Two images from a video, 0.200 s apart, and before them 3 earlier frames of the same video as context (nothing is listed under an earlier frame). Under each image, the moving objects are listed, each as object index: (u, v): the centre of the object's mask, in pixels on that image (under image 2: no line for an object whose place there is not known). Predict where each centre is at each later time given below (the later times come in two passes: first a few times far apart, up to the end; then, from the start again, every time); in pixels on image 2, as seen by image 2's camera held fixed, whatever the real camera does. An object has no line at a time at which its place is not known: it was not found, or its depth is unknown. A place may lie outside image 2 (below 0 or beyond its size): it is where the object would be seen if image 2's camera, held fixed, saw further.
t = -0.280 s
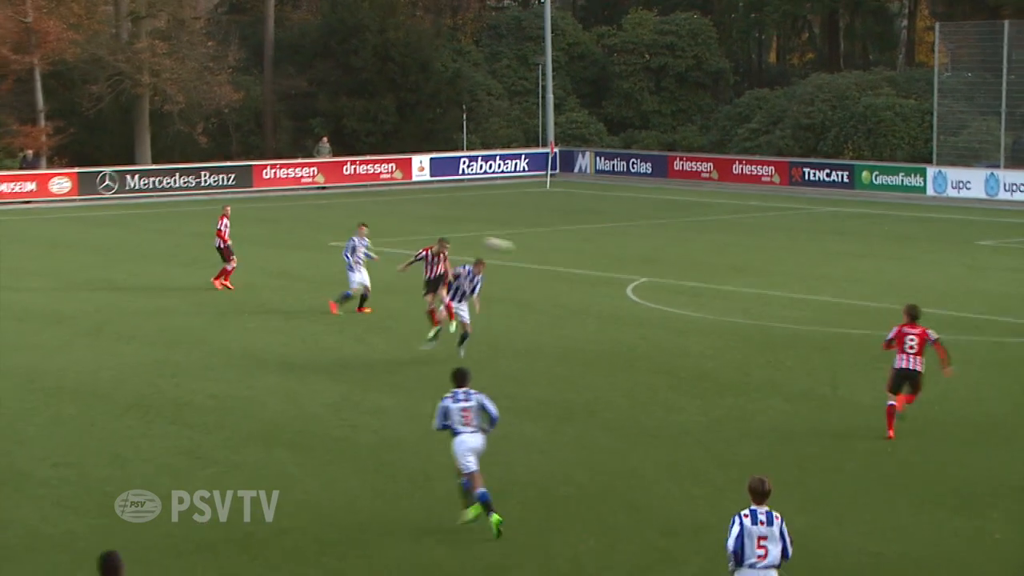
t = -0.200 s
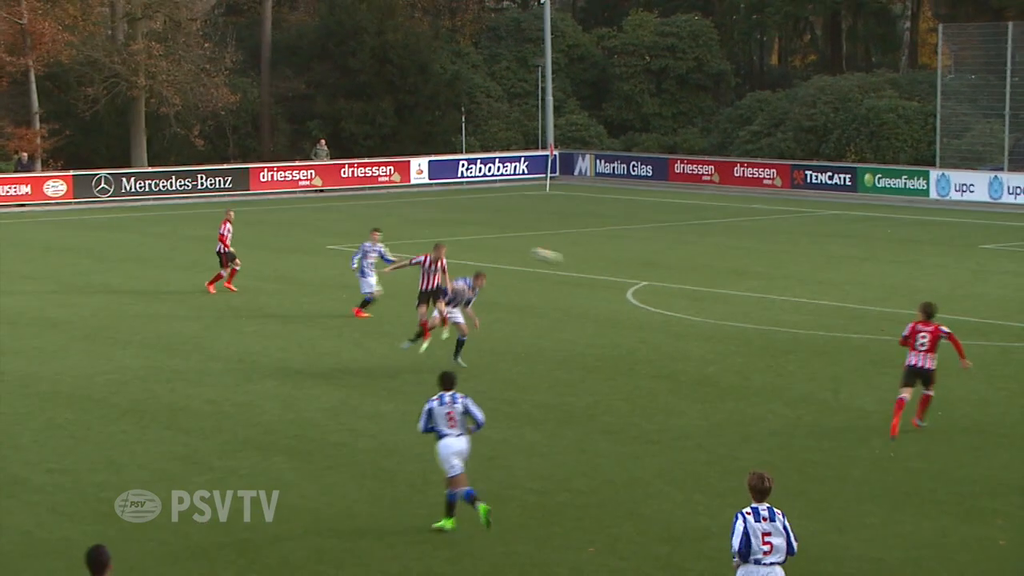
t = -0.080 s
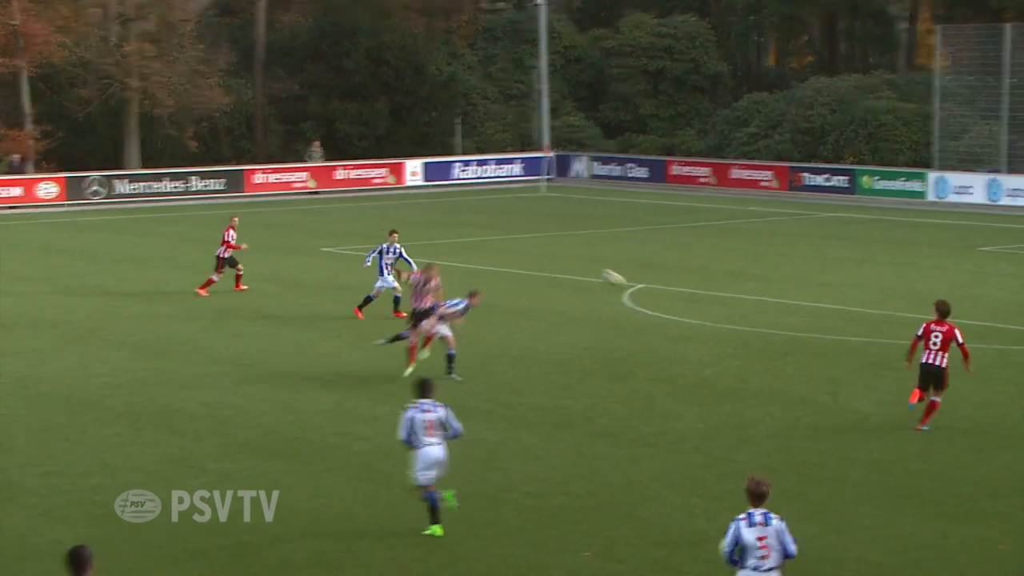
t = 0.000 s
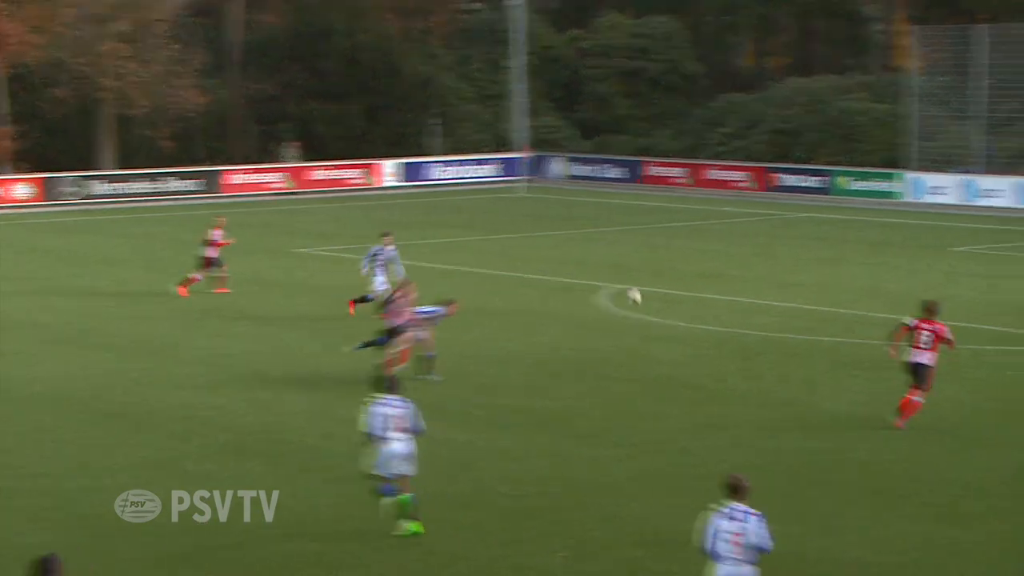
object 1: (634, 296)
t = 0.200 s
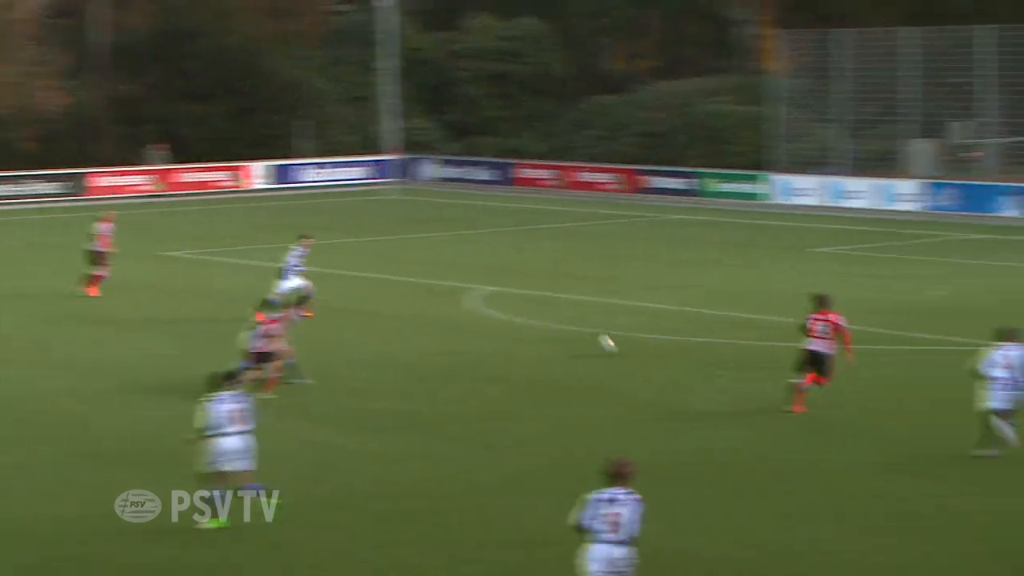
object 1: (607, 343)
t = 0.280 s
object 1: (634, 324)
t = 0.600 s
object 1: (733, 289)
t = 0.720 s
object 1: (767, 293)
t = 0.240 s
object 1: (621, 333)
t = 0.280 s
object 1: (634, 324)
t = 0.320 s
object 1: (647, 316)
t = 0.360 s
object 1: (660, 308)
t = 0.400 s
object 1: (672, 302)
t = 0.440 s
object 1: (684, 298)
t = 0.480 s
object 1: (697, 294)
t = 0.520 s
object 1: (709, 291)
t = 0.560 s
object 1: (721, 289)
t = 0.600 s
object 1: (733, 289)
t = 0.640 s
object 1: (745, 289)
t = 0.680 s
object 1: (755, 290)
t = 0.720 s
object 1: (767, 293)
